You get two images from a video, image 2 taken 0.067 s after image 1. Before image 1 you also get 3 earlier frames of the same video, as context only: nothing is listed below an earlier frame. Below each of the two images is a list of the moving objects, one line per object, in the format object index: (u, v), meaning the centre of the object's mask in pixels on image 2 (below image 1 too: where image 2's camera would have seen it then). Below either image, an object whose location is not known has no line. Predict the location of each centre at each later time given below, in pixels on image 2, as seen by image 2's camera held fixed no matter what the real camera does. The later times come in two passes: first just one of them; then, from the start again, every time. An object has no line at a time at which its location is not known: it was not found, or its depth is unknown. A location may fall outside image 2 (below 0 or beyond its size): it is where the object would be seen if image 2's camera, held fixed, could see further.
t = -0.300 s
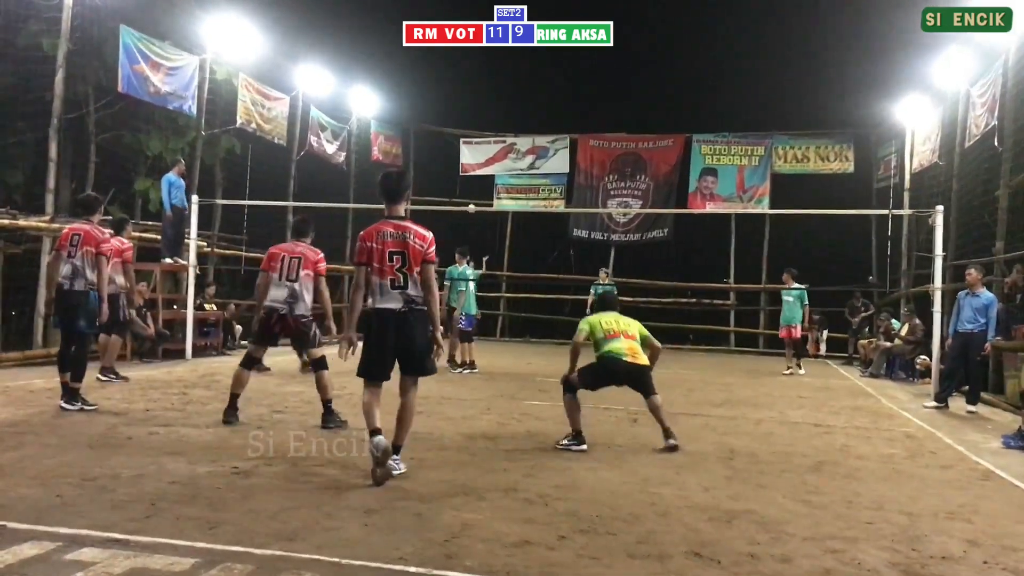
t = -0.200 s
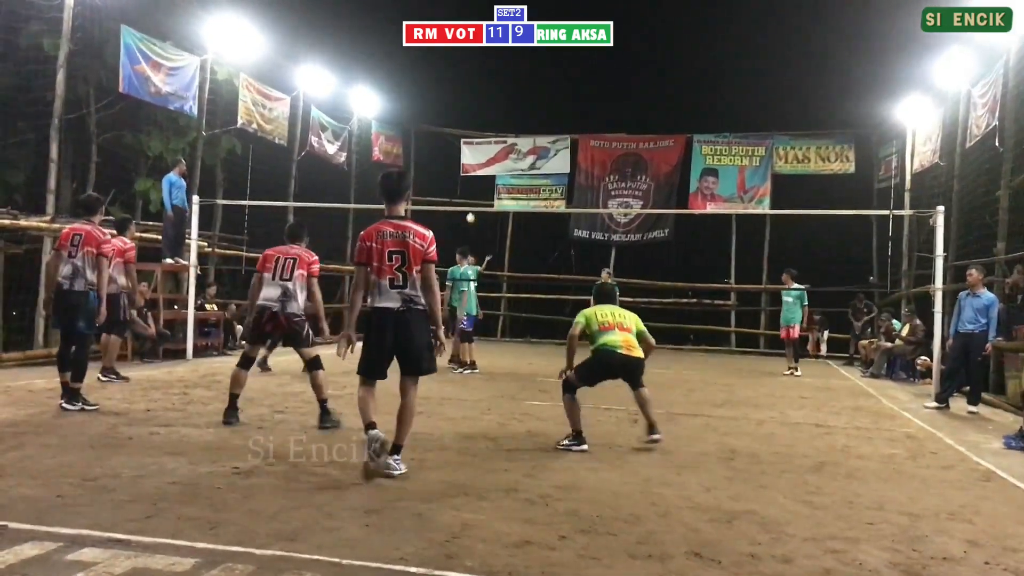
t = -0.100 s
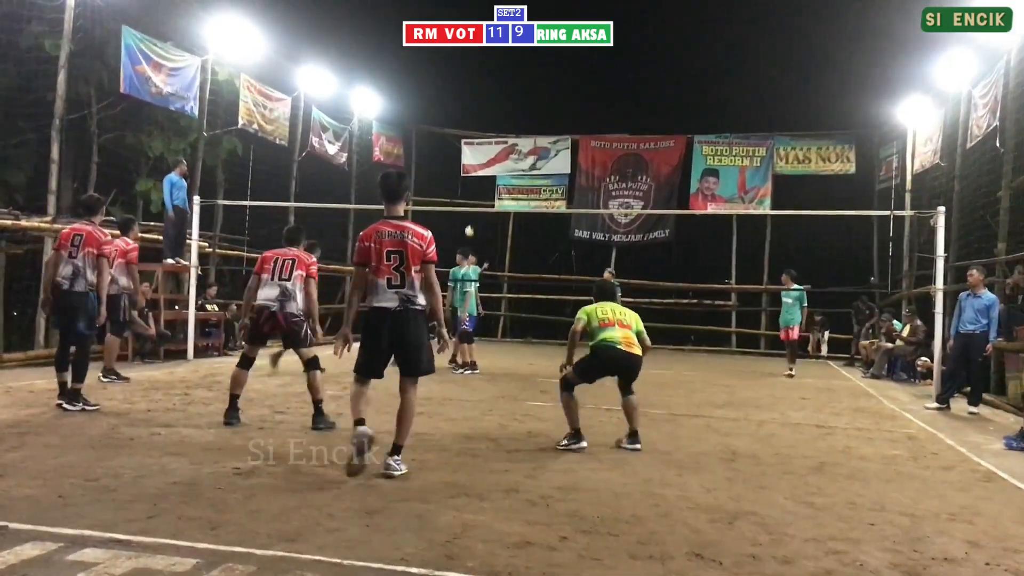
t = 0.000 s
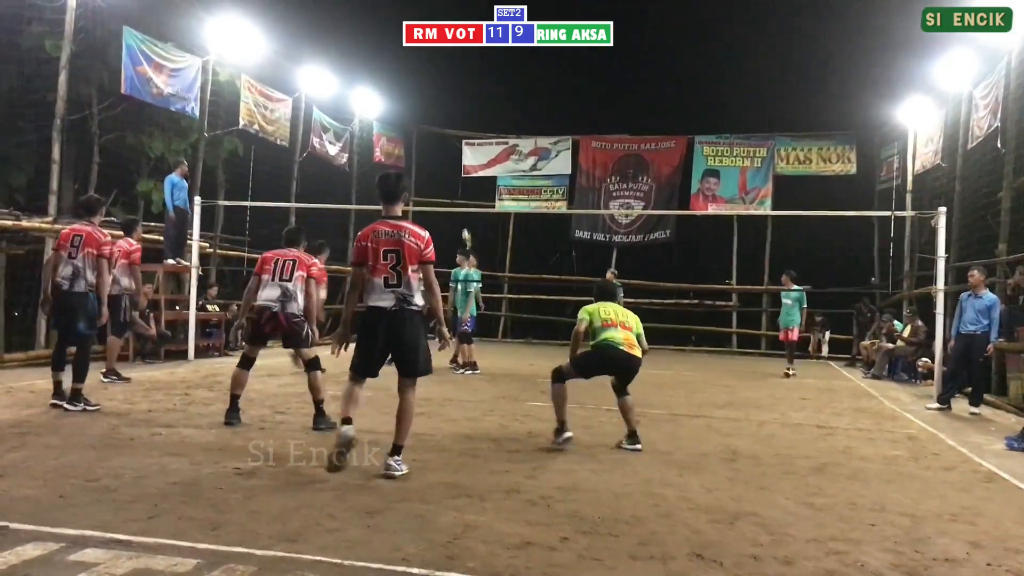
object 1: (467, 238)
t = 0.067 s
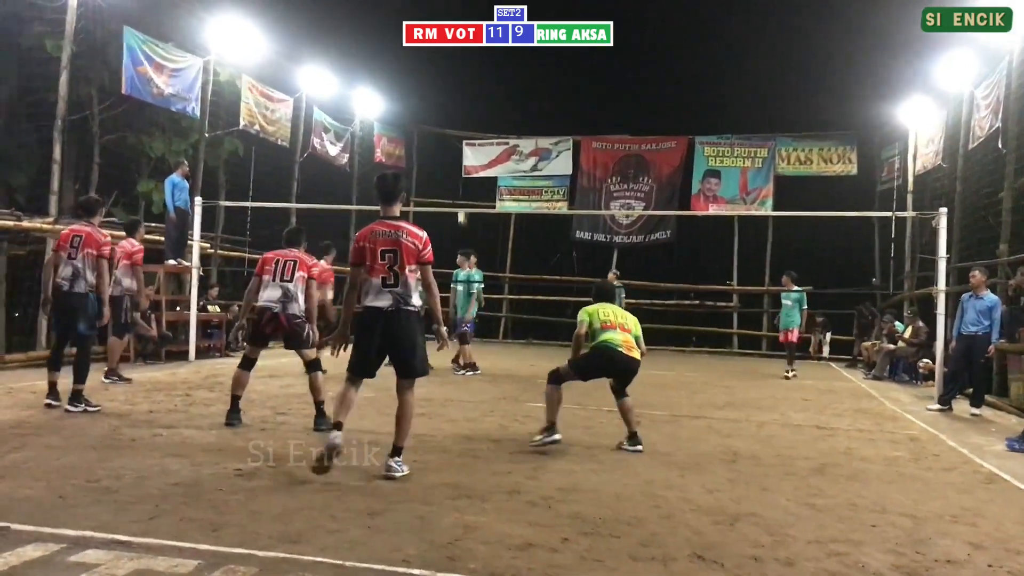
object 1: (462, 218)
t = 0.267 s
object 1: (444, 171)
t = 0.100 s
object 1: (458, 209)
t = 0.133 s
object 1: (456, 201)
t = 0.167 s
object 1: (454, 194)
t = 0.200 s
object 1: (451, 186)
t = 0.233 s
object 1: (448, 178)
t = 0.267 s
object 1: (444, 171)
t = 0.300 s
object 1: (441, 164)
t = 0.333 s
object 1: (437, 158)
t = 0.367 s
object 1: (433, 152)
